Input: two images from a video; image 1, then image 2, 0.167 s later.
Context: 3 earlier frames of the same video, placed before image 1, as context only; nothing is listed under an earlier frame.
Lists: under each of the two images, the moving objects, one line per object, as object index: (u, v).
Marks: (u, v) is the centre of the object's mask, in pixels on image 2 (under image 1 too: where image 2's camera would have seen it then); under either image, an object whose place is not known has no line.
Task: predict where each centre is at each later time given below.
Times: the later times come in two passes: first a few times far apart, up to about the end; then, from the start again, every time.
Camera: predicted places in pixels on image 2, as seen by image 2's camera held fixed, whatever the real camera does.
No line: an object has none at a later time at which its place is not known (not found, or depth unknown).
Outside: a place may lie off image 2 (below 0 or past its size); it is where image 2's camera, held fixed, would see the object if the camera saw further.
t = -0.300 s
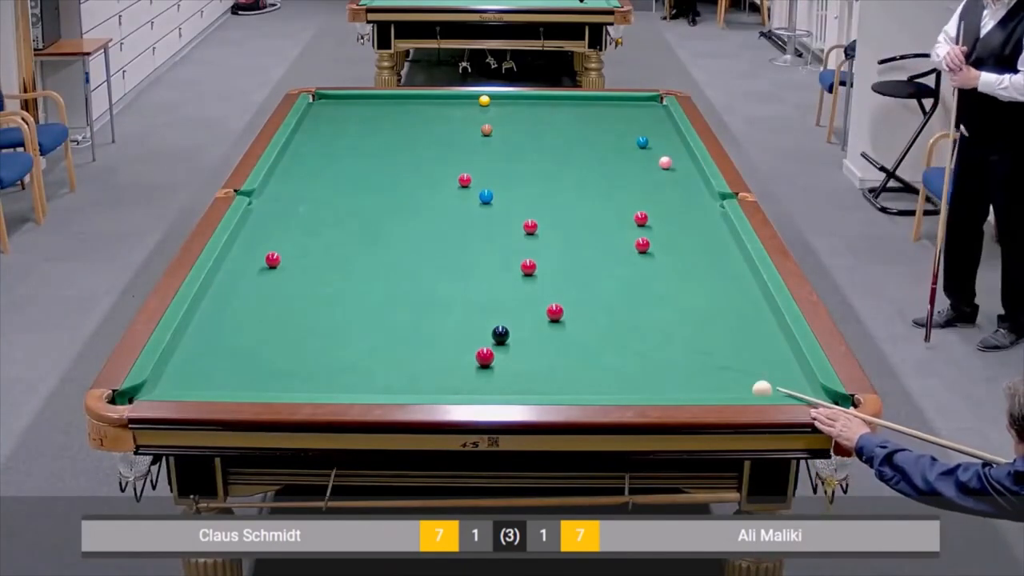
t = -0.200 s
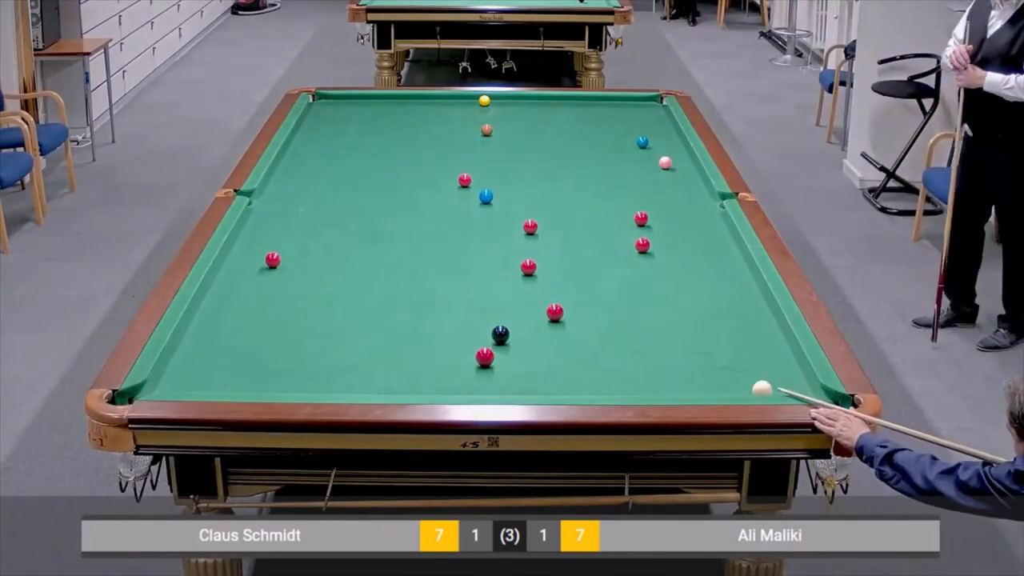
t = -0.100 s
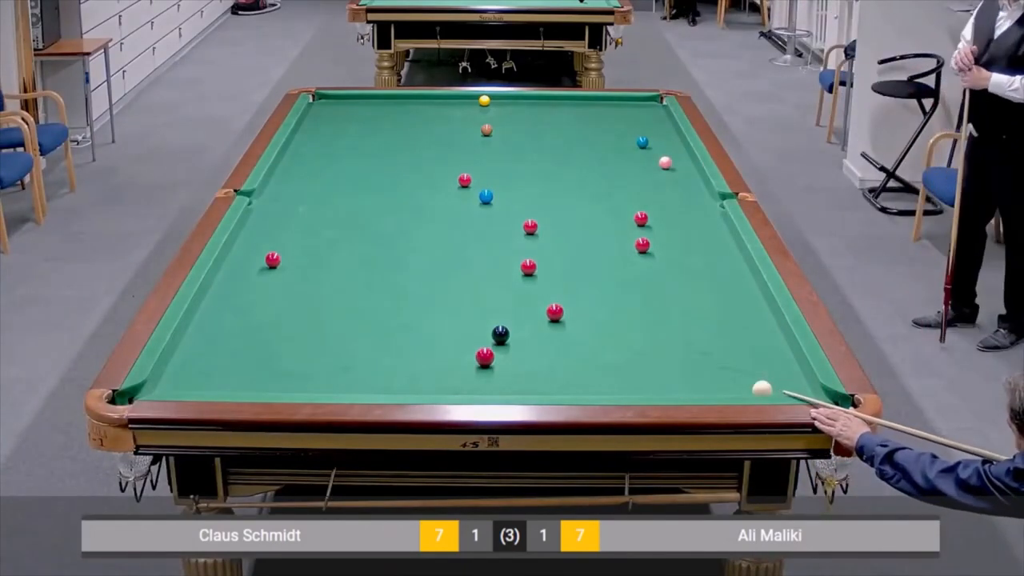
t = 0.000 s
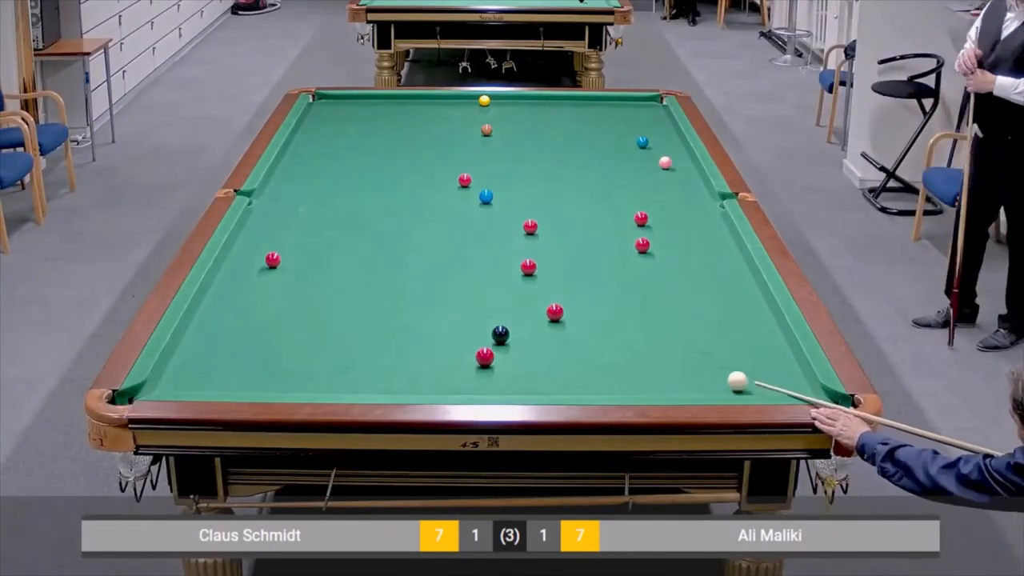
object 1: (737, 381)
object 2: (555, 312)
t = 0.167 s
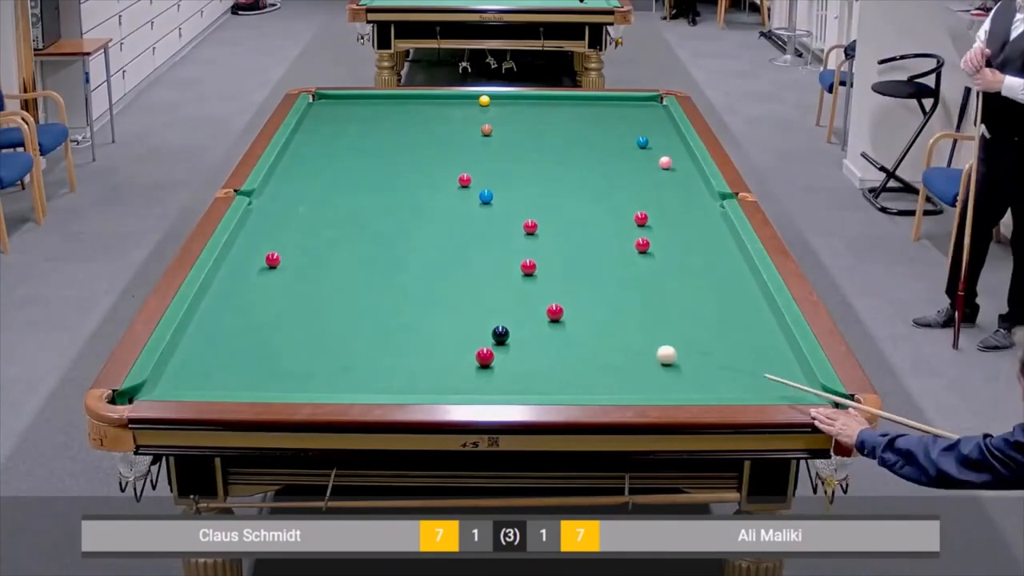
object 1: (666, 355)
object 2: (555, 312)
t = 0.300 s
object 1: (614, 336)
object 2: (555, 312)
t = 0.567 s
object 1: (556, 317)
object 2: (518, 296)
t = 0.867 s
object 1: (523, 310)
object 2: (462, 271)
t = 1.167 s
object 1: (493, 304)
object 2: (416, 250)
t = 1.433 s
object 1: (469, 299)
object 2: (379, 234)
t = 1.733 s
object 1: (445, 294)
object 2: (342, 217)
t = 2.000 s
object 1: (426, 291)
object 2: (313, 204)
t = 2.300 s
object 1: (408, 287)
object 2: (283, 192)
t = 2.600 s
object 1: (392, 284)
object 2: (275, 181)
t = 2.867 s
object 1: (380, 282)
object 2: (294, 173)
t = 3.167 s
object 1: (369, 281)
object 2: (314, 166)
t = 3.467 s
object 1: (361, 280)
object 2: (331, 159)
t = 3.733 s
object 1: (356, 279)
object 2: (344, 154)
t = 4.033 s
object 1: (352, 279)
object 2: (358, 148)
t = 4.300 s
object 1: (351, 279)
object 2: (369, 144)
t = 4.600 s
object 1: (351, 279)
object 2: (379, 139)
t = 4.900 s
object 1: (351, 279)
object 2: (389, 135)
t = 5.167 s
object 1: (351, 279)
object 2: (396, 133)
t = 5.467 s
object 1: (351, 279)
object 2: (404, 130)
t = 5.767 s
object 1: (351, 279)
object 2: (410, 127)
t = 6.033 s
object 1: (351, 279)
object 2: (415, 126)
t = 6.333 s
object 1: (351, 279)
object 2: (420, 124)
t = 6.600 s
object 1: (351, 278)
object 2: (423, 123)
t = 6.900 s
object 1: (351, 278)
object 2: (425, 122)
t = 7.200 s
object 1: (351, 278)
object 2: (427, 122)
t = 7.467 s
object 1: (351, 278)
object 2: (428, 121)
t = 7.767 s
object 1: (351, 278)
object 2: (428, 121)
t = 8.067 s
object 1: (351, 278)
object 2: (428, 121)
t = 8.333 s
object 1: (351, 278)
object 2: (428, 121)
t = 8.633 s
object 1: (351, 278)
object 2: (428, 121)
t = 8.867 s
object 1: (351, 278)
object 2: (428, 121)
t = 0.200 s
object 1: (653, 350)
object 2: (555, 312)
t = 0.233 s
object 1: (640, 345)
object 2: (555, 312)
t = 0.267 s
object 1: (627, 340)
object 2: (555, 312)
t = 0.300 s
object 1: (614, 336)
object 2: (555, 312)
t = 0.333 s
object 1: (601, 331)
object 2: (555, 312)
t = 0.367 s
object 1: (589, 326)
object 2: (555, 312)
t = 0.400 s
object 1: (577, 322)
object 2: (555, 312)
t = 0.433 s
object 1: (566, 318)
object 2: (553, 311)
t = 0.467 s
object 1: (564, 318)
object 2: (545, 307)
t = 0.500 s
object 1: (562, 318)
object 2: (535, 303)
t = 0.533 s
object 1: (559, 318)
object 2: (527, 300)
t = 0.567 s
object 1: (556, 317)
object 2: (518, 296)
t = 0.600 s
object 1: (552, 316)
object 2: (511, 292)
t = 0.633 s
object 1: (548, 316)
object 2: (504, 289)
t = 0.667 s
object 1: (544, 315)
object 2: (497, 286)
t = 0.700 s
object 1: (540, 314)
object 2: (491, 283)
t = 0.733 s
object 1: (537, 313)
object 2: (485, 281)
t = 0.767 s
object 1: (533, 312)
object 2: (479, 278)
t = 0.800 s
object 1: (530, 312)
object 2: (473, 276)
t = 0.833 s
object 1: (526, 311)
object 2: (468, 273)
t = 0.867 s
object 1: (523, 310)
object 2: (462, 271)
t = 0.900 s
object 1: (519, 309)
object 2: (456, 268)
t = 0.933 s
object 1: (516, 309)
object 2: (451, 266)
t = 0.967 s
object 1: (512, 308)
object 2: (446, 264)
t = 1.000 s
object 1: (509, 307)
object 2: (441, 261)
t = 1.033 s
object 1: (506, 306)
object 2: (436, 259)
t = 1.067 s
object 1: (502, 306)
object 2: (431, 256)
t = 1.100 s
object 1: (499, 305)
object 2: (426, 254)
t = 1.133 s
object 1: (496, 304)
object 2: (421, 252)
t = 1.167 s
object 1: (493, 304)
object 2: (416, 250)
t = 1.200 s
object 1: (490, 303)
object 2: (411, 248)
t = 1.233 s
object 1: (487, 302)
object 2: (406, 246)
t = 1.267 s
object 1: (484, 302)
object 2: (402, 244)
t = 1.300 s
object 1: (481, 301)
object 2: (397, 241)
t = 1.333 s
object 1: (478, 301)
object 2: (392, 240)
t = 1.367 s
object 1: (475, 300)
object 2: (388, 238)
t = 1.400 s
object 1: (472, 300)
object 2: (383, 235)
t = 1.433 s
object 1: (469, 299)
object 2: (379, 234)
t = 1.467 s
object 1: (466, 298)
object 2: (375, 232)
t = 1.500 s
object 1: (463, 298)
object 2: (371, 230)
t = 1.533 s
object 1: (461, 297)
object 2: (366, 228)
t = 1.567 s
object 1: (458, 297)
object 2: (362, 226)
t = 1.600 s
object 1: (455, 296)
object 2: (358, 224)
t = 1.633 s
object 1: (453, 296)
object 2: (354, 223)
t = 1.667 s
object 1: (450, 295)
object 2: (350, 221)
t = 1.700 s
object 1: (448, 295)
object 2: (346, 219)
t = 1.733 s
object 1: (445, 294)
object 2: (342, 217)
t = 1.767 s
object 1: (443, 294)
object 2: (338, 216)
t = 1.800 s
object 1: (440, 293)
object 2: (335, 214)
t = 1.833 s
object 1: (438, 293)
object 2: (331, 212)
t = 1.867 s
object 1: (435, 292)
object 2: (327, 211)
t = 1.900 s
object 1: (433, 292)
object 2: (323, 209)
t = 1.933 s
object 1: (431, 292)
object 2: (320, 207)
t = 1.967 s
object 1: (428, 291)
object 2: (316, 206)
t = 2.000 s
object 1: (426, 291)
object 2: (313, 204)
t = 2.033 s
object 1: (424, 290)
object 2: (309, 203)
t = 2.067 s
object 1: (422, 290)
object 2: (306, 202)
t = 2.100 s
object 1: (420, 289)
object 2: (303, 200)
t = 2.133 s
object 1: (418, 289)
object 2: (299, 199)
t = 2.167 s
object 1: (416, 289)
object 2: (296, 197)
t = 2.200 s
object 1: (414, 288)
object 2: (293, 196)
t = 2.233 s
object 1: (412, 288)
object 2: (289, 195)
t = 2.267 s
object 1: (410, 288)
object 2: (286, 193)
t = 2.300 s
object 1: (408, 287)
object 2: (283, 192)
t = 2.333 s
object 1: (406, 287)
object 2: (280, 190)
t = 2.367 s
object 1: (404, 286)
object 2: (277, 189)
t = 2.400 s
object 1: (402, 286)
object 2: (274, 188)
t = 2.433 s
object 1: (400, 286)
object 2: (271, 186)
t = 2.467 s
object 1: (399, 285)
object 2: (268, 185)
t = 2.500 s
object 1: (397, 285)
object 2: (266, 184)
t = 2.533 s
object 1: (395, 285)
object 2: (269, 183)
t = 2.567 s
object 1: (393, 285)
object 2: (273, 182)
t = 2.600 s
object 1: (392, 284)
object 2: (275, 181)
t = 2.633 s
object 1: (390, 284)
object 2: (278, 180)
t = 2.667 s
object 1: (389, 284)
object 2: (280, 179)
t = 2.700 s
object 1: (387, 283)
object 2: (283, 178)
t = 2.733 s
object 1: (385, 283)
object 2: (285, 177)
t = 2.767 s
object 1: (384, 283)
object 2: (288, 176)
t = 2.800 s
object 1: (383, 283)
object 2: (290, 175)
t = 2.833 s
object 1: (381, 283)
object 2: (292, 174)
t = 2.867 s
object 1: (380, 282)
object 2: (294, 173)
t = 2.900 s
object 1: (379, 282)
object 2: (297, 172)
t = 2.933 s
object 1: (377, 282)
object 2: (299, 172)
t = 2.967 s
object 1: (376, 282)
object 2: (301, 171)
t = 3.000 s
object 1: (375, 282)
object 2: (303, 170)
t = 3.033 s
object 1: (373, 281)
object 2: (305, 169)
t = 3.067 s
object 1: (372, 281)
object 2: (307, 168)
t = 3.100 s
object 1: (371, 281)
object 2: (309, 167)
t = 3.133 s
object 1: (370, 281)
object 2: (311, 167)
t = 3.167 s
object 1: (369, 281)
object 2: (314, 166)
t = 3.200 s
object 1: (368, 281)
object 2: (315, 165)
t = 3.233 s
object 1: (367, 281)
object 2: (317, 164)
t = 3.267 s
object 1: (366, 280)
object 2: (319, 164)
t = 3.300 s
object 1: (365, 280)
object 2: (321, 163)
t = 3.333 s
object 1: (364, 280)
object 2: (323, 162)
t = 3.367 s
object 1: (363, 280)
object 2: (325, 161)
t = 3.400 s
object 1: (362, 280)
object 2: (327, 160)
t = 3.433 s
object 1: (362, 280)
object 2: (329, 160)
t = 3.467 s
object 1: (361, 280)
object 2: (331, 159)
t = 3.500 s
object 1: (360, 280)
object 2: (332, 159)
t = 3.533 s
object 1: (359, 280)
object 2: (334, 158)
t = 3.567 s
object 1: (359, 279)
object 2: (336, 157)
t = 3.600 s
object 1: (358, 279)
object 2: (338, 156)
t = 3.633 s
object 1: (357, 279)
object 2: (339, 156)
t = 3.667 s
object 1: (357, 279)
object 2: (341, 155)
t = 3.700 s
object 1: (356, 279)
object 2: (342, 154)
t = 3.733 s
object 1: (356, 279)
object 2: (344, 154)
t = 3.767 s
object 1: (355, 279)
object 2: (346, 153)
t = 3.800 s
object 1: (355, 279)
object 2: (347, 152)
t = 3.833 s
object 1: (354, 279)
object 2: (349, 152)
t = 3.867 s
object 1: (354, 279)
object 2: (351, 151)
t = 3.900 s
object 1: (354, 279)
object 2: (352, 151)
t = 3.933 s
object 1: (353, 279)
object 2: (353, 150)
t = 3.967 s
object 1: (353, 279)
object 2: (355, 149)
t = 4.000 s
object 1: (353, 279)
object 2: (356, 149)
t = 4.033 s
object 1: (352, 279)
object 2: (358, 148)
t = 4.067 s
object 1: (352, 279)
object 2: (359, 148)
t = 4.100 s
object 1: (352, 279)
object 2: (361, 147)
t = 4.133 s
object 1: (352, 279)
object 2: (362, 147)
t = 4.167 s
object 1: (352, 279)
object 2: (363, 146)
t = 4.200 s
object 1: (351, 279)
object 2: (365, 145)
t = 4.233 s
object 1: (351, 279)
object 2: (366, 145)
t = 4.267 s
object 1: (351, 279)
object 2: (367, 144)
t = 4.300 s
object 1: (351, 279)
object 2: (369, 144)
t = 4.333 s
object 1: (351, 279)
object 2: (370, 143)
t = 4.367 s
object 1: (351, 279)
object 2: (371, 143)
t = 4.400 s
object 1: (351, 279)
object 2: (372, 142)
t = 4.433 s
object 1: (351, 279)
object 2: (374, 142)
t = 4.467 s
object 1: (351, 279)
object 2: (375, 141)
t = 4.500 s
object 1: (351, 279)
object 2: (376, 141)
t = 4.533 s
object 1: (351, 279)
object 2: (377, 140)
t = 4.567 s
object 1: (351, 279)
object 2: (378, 140)
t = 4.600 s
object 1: (351, 279)
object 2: (379, 139)
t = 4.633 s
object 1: (351, 279)
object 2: (381, 139)
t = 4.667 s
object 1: (351, 279)
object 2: (382, 138)
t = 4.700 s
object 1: (351, 279)
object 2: (383, 138)
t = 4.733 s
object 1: (351, 279)
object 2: (384, 138)
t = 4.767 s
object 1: (351, 279)
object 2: (385, 137)
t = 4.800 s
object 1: (351, 279)
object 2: (386, 137)
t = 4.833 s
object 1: (351, 279)
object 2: (387, 136)
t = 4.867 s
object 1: (351, 279)
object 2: (388, 136)
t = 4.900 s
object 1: (351, 279)
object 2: (389, 135)
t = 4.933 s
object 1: (351, 279)
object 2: (390, 135)
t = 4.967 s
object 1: (351, 279)
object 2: (391, 135)
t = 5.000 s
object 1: (351, 279)
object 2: (392, 134)
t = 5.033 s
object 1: (351, 279)
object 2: (393, 134)
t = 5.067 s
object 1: (351, 279)
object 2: (394, 134)
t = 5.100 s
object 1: (351, 279)
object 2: (395, 133)
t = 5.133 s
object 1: (351, 279)
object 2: (395, 133)
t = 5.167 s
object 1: (351, 279)
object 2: (396, 133)
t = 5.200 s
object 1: (351, 279)
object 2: (397, 132)
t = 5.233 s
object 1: (351, 279)
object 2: (398, 132)
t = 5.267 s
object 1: (351, 279)
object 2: (399, 131)
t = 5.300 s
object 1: (351, 279)
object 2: (400, 131)
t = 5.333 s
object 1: (351, 279)
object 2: (400, 131)
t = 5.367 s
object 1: (351, 279)
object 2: (401, 130)
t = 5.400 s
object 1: (351, 279)
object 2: (402, 130)
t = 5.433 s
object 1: (351, 279)
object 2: (403, 130)
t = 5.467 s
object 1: (351, 279)
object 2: (404, 130)
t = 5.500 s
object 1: (351, 279)
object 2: (404, 129)
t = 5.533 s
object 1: (351, 279)
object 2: (405, 129)
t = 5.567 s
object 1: (351, 279)
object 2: (406, 129)
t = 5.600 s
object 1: (351, 279)
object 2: (406, 128)
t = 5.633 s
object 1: (351, 279)
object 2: (407, 128)
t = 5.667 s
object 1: (351, 279)
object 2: (408, 128)
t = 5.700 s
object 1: (351, 279)
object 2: (409, 128)
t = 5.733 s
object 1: (351, 279)
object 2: (409, 128)
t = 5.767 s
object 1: (351, 279)
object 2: (410, 127)
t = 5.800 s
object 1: (351, 279)
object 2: (411, 127)
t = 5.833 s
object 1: (351, 279)
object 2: (411, 127)
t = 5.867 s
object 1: (351, 279)
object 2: (412, 126)
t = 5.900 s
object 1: (351, 279)
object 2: (413, 126)
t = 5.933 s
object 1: (351, 279)
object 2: (413, 126)
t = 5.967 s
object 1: (351, 279)
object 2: (414, 126)
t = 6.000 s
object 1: (351, 279)
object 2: (415, 126)
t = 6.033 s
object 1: (351, 279)
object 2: (415, 126)
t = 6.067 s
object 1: (351, 279)
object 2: (416, 125)
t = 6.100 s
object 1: (351, 279)
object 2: (416, 125)
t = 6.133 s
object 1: (351, 279)
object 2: (417, 125)
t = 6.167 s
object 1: (351, 279)
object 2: (417, 125)
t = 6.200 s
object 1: (351, 279)
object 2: (418, 124)
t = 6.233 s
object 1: (351, 279)
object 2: (418, 124)
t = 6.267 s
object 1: (351, 279)
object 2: (419, 124)
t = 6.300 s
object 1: (351, 279)
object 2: (419, 124)
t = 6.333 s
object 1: (351, 279)
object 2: (420, 124)
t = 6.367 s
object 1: (351, 279)
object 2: (420, 123)
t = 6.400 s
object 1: (351, 279)
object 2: (420, 124)
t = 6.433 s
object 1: (351, 279)
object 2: (421, 123)
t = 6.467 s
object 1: (351, 279)
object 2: (421, 123)
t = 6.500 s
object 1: (351, 279)
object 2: (422, 123)
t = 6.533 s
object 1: (351, 279)
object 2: (422, 123)
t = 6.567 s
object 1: (351, 278)
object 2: (422, 123)
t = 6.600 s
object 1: (351, 278)
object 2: (423, 123)
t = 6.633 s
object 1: (351, 278)
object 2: (423, 123)
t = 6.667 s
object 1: (351, 278)
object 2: (424, 123)
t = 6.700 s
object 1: (351, 278)
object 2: (424, 123)
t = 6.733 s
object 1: (351, 278)
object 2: (424, 122)
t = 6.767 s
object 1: (351, 278)
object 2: (424, 122)
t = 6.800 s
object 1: (351, 278)
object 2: (425, 122)
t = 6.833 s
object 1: (351, 278)
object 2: (425, 122)
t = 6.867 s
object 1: (351, 278)
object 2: (425, 122)
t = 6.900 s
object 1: (351, 278)
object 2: (425, 122)
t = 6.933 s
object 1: (351, 278)
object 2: (426, 122)
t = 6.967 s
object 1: (351, 278)
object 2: (426, 122)
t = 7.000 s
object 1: (351, 278)
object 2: (426, 122)
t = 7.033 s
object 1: (351, 278)
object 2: (426, 122)
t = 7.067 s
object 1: (351, 278)
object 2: (427, 122)
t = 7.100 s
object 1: (351, 278)
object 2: (427, 122)
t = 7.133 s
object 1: (351, 278)
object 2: (427, 122)
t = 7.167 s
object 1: (351, 278)
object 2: (427, 122)
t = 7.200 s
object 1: (351, 278)
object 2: (427, 122)
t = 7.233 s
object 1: (351, 278)
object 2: (427, 122)
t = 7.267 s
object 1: (351, 278)
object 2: (427, 122)
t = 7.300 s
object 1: (351, 278)
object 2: (428, 122)
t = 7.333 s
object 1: (351, 278)
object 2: (428, 121)
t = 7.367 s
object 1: (351, 278)
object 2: (428, 121)
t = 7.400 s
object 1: (351, 278)
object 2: (428, 121)
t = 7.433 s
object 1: (351, 278)
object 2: (428, 121)
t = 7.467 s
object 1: (351, 278)
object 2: (428, 121)
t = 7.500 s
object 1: (351, 278)
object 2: (428, 121)
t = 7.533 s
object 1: (351, 278)
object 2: (428, 121)
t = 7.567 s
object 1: (351, 278)
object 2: (428, 121)
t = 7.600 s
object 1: (351, 278)
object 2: (428, 121)
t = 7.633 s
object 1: (351, 278)
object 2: (428, 121)
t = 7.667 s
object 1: (351, 278)
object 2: (428, 121)
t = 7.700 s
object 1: (351, 278)
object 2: (428, 121)
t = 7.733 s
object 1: (351, 278)
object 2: (428, 121)
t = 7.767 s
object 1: (351, 278)
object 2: (428, 121)
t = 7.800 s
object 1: (351, 278)
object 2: (428, 121)
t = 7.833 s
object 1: (351, 278)
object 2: (428, 121)
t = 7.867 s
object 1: (351, 278)
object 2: (428, 121)
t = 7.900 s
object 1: (351, 278)
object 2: (428, 121)
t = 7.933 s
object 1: (351, 278)
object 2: (428, 121)
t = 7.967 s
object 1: (351, 278)
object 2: (428, 121)
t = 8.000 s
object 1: (351, 278)
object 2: (428, 121)
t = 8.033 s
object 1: (351, 278)
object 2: (428, 121)
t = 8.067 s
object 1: (351, 278)
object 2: (428, 121)
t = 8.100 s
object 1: (351, 278)
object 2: (428, 121)
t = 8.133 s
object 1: (351, 278)
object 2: (428, 121)
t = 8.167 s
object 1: (351, 278)
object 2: (428, 121)
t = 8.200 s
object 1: (351, 278)
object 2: (428, 121)
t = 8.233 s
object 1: (351, 278)
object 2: (428, 121)
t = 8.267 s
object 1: (351, 278)
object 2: (428, 121)
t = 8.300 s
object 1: (351, 278)
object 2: (428, 121)
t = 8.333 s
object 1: (351, 278)
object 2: (428, 121)
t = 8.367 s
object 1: (351, 278)
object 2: (428, 121)
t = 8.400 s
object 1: (351, 278)
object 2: (428, 121)
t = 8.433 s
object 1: (351, 278)
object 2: (428, 121)
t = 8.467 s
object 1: (351, 278)
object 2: (428, 121)
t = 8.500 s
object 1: (351, 278)
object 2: (428, 121)
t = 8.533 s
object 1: (351, 278)
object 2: (428, 121)
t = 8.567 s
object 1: (351, 278)
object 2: (428, 121)
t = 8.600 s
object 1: (351, 278)
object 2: (428, 121)
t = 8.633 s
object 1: (351, 278)
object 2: (428, 121)
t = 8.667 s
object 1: (351, 278)
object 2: (428, 121)
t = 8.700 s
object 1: (351, 278)
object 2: (428, 121)
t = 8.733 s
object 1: (351, 278)
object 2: (428, 121)
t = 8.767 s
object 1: (351, 278)
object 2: (428, 121)
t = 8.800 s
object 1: (351, 278)
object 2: (428, 121)
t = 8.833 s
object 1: (351, 278)
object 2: (428, 121)
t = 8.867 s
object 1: (351, 278)
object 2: (428, 121)
